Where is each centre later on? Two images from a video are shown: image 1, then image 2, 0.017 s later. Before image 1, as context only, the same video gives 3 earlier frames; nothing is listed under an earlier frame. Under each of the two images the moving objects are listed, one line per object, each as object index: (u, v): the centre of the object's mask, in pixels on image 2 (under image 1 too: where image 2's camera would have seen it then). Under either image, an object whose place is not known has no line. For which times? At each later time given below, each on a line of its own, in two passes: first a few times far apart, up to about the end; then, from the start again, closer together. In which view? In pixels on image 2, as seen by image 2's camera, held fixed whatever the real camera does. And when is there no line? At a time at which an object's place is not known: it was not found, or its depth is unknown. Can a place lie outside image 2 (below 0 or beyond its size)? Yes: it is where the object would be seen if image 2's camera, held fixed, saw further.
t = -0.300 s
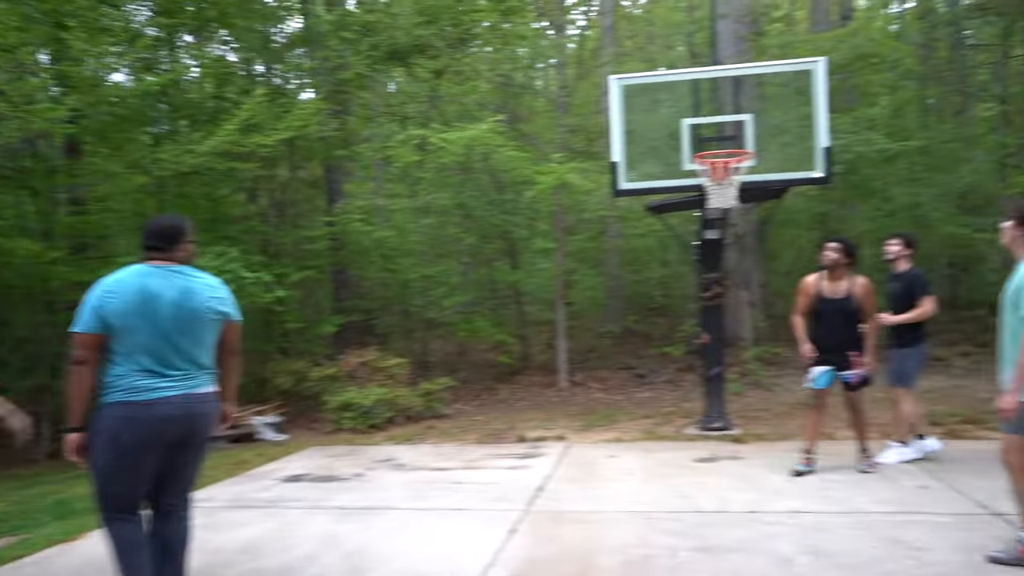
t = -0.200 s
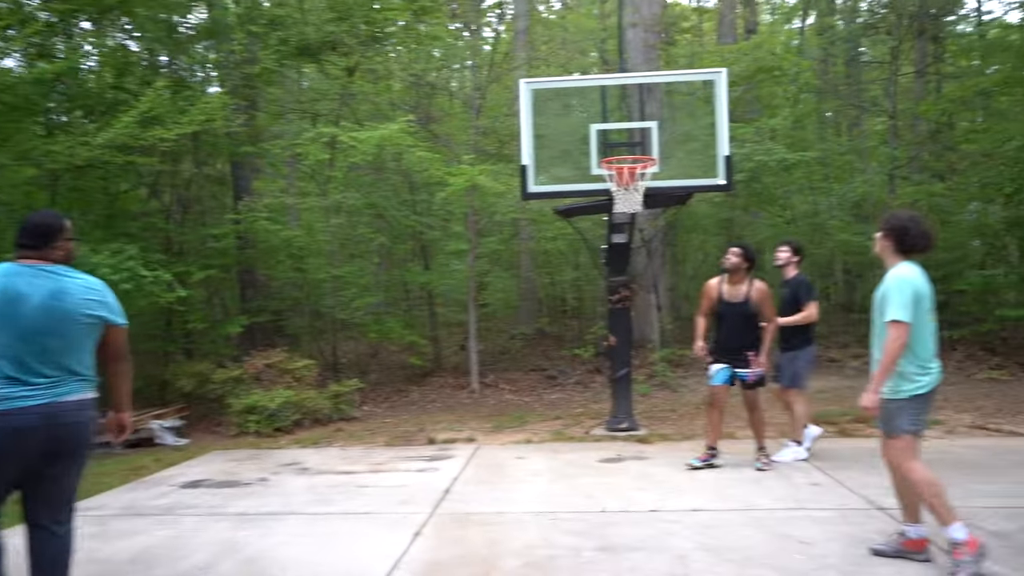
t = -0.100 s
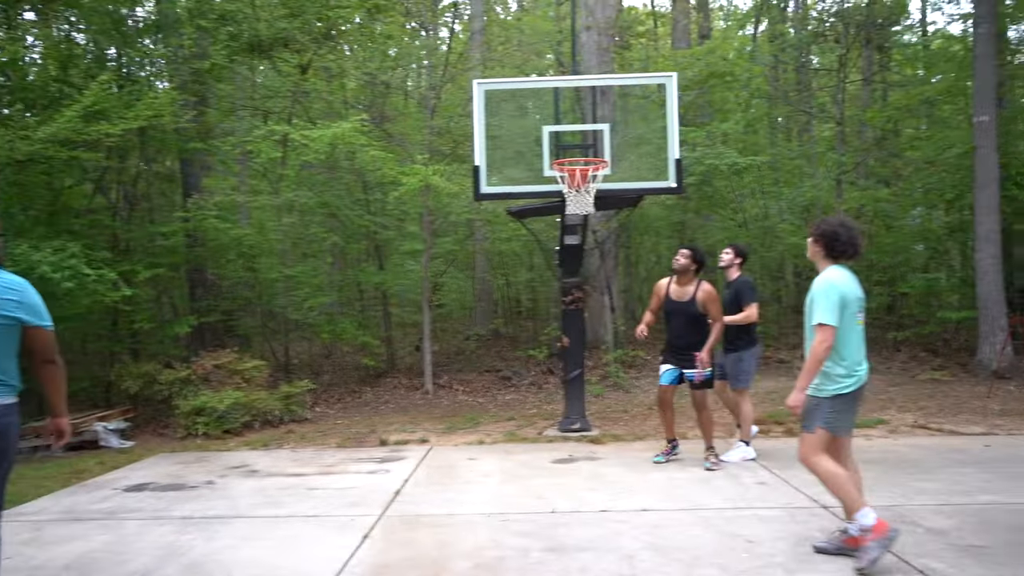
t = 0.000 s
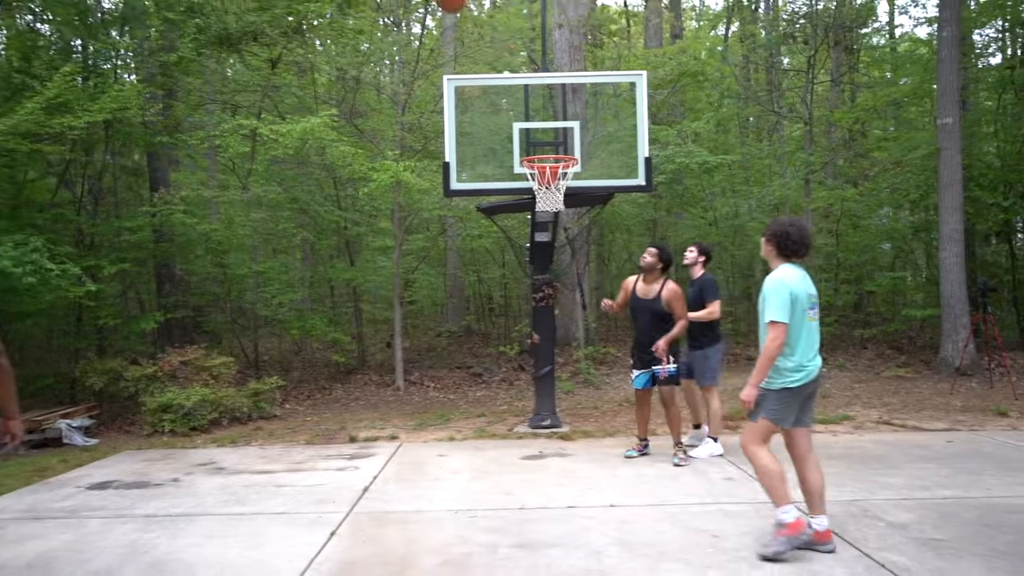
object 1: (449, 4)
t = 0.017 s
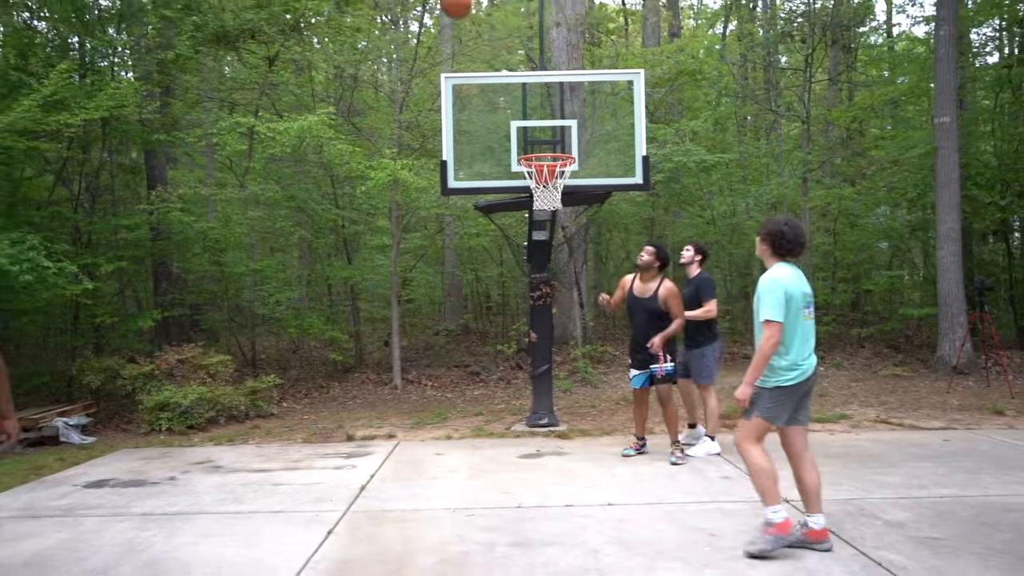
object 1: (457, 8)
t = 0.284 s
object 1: (561, 153)
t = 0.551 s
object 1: (570, 141)
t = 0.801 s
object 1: (585, 165)
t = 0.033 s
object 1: (464, 13)
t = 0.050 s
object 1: (472, 19)
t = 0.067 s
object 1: (480, 28)
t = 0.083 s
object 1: (487, 37)
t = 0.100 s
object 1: (494, 47)
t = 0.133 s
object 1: (508, 66)
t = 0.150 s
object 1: (514, 76)
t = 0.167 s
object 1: (521, 86)
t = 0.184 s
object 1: (528, 96)
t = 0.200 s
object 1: (534, 105)
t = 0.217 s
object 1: (540, 115)
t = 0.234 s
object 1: (546, 126)
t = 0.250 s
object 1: (552, 136)
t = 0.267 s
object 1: (558, 143)
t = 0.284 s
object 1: (561, 153)
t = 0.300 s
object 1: (555, 153)
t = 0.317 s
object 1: (548, 156)
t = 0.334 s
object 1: (542, 156)
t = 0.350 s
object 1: (538, 155)
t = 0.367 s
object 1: (535, 156)
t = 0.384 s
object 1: (533, 155)
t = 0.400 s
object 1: (538, 151)
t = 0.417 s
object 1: (543, 149)
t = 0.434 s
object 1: (549, 150)
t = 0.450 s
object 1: (553, 147)
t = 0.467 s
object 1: (557, 144)
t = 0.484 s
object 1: (562, 143)
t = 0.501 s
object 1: (564, 143)
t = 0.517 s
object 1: (566, 142)
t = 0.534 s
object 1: (568, 142)
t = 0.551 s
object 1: (570, 141)
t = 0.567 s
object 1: (572, 142)
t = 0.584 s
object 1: (573, 141)
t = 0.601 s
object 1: (574, 142)
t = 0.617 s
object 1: (576, 142)
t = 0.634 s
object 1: (577, 144)
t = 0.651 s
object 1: (579, 145)
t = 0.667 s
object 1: (581, 146)
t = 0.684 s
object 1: (583, 148)
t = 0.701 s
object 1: (585, 151)
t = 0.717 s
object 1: (586, 153)
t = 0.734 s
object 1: (587, 155)
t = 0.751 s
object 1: (587, 157)
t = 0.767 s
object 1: (586, 159)
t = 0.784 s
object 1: (586, 162)
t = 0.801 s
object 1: (585, 165)
